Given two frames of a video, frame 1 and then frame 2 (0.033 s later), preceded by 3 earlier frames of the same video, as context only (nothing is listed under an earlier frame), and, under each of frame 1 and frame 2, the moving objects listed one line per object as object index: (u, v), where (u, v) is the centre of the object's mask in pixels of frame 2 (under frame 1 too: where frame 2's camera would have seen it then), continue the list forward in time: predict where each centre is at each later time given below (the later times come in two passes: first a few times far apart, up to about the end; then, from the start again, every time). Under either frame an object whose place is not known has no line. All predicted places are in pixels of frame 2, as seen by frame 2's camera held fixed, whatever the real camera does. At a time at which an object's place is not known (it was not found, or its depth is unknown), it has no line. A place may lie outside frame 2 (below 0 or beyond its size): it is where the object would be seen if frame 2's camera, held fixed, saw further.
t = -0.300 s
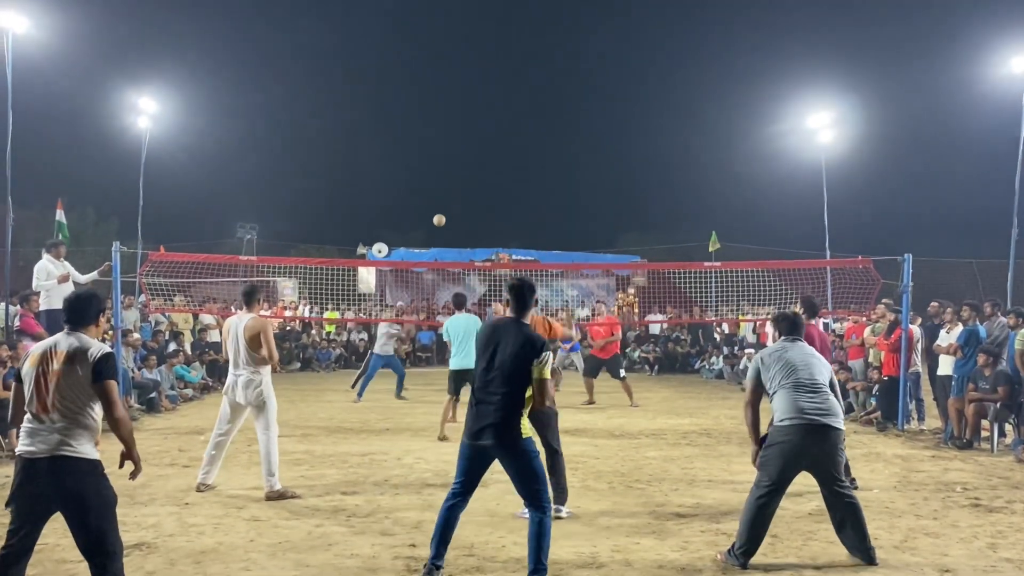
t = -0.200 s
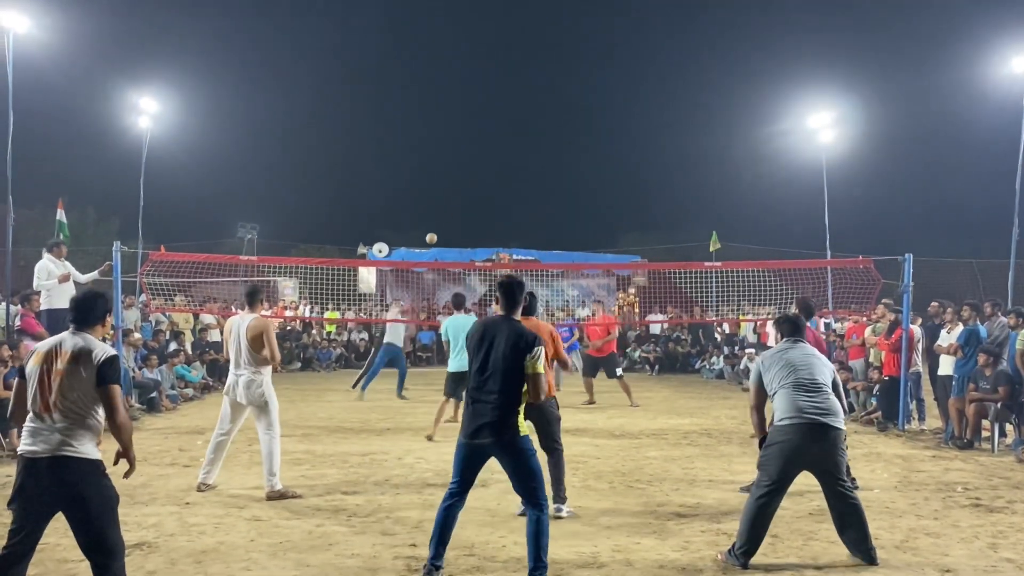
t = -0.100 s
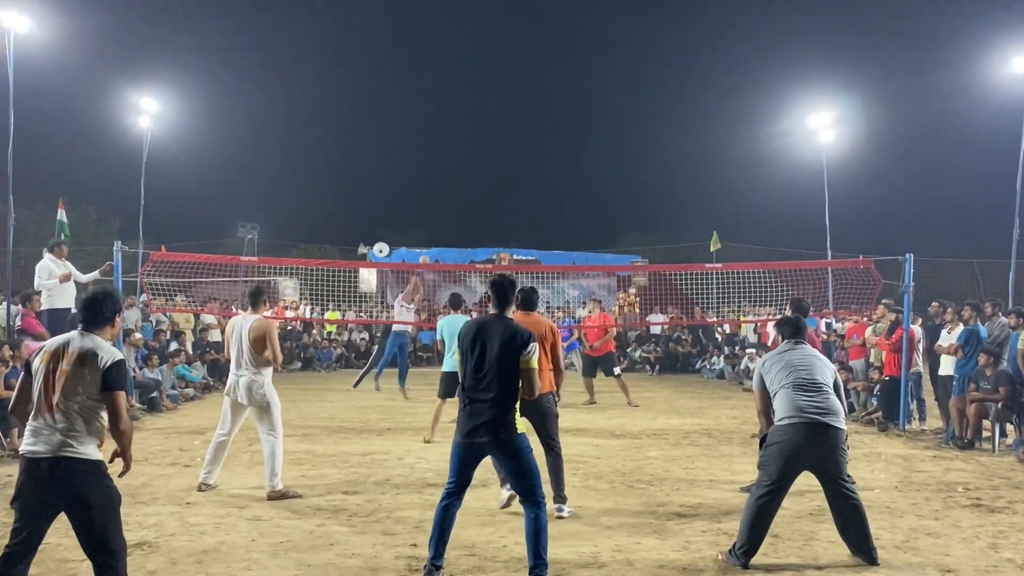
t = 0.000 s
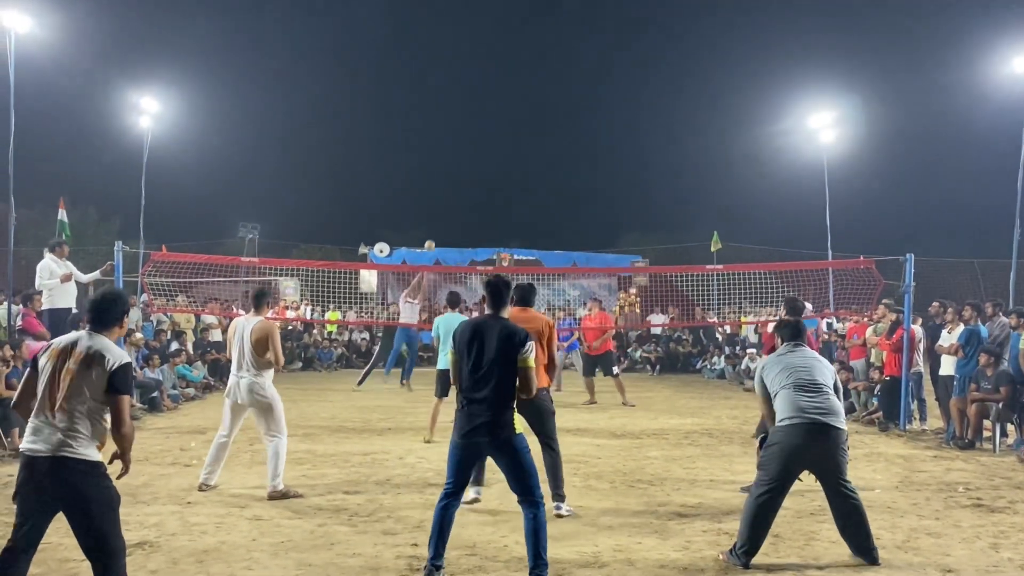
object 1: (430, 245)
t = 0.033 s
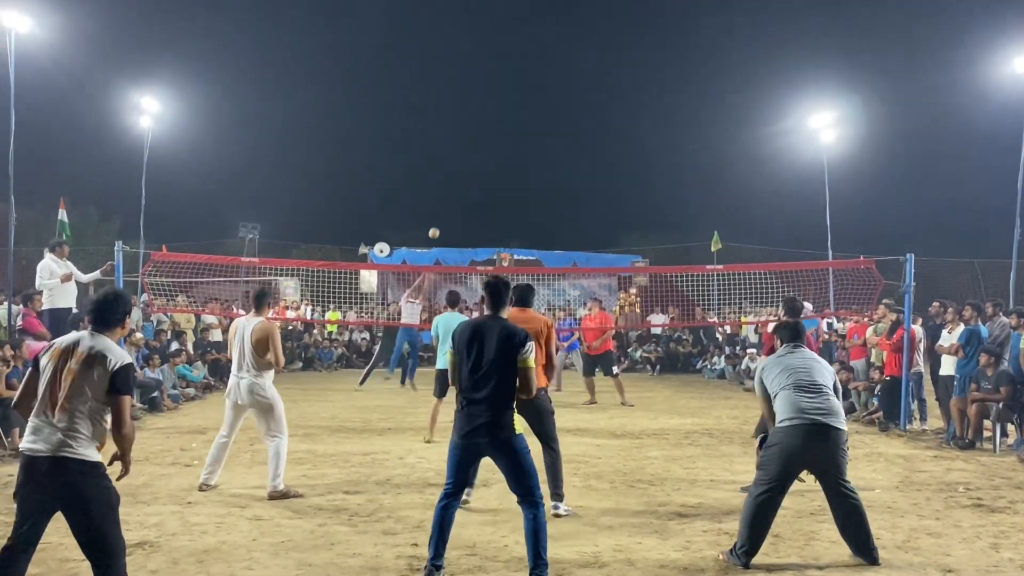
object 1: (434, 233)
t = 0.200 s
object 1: (457, 174)
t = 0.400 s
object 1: (491, 112)
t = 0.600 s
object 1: (533, 66)
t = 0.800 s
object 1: (587, 43)
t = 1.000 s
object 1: (664, 60)
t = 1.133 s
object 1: (735, 106)
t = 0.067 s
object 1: (438, 221)
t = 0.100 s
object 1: (443, 208)
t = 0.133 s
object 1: (448, 197)
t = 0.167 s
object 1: (452, 185)
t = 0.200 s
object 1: (457, 174)
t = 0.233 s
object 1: (462, 163)
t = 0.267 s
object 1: (467, 152)
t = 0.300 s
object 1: (473, 142)
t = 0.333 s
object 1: (478, 132)
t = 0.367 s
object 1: (484, 122)
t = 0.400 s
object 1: (491, 112)
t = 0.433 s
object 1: (497, 103)
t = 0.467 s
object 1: (503, 95)
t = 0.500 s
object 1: (510, 87)
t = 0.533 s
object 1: (517, 79)
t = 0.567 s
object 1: (525, 73)
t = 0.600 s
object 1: (533, 66)
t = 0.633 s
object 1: (541, 60)
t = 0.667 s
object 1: (549, 55)
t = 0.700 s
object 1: (558, 51)
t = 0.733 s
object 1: (567, 47)
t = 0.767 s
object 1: (577, 45)
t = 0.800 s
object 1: (587, 43)
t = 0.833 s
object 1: (598, 43)
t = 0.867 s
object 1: (610, 44)
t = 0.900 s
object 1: (622, 46)
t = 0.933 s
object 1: (635, 49)
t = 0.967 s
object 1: (649, 54)
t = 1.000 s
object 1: (664, 60)
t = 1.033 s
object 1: (680, 68)
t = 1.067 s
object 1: (697, 78)
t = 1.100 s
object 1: (715, 91)
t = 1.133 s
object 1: (735, 106)
